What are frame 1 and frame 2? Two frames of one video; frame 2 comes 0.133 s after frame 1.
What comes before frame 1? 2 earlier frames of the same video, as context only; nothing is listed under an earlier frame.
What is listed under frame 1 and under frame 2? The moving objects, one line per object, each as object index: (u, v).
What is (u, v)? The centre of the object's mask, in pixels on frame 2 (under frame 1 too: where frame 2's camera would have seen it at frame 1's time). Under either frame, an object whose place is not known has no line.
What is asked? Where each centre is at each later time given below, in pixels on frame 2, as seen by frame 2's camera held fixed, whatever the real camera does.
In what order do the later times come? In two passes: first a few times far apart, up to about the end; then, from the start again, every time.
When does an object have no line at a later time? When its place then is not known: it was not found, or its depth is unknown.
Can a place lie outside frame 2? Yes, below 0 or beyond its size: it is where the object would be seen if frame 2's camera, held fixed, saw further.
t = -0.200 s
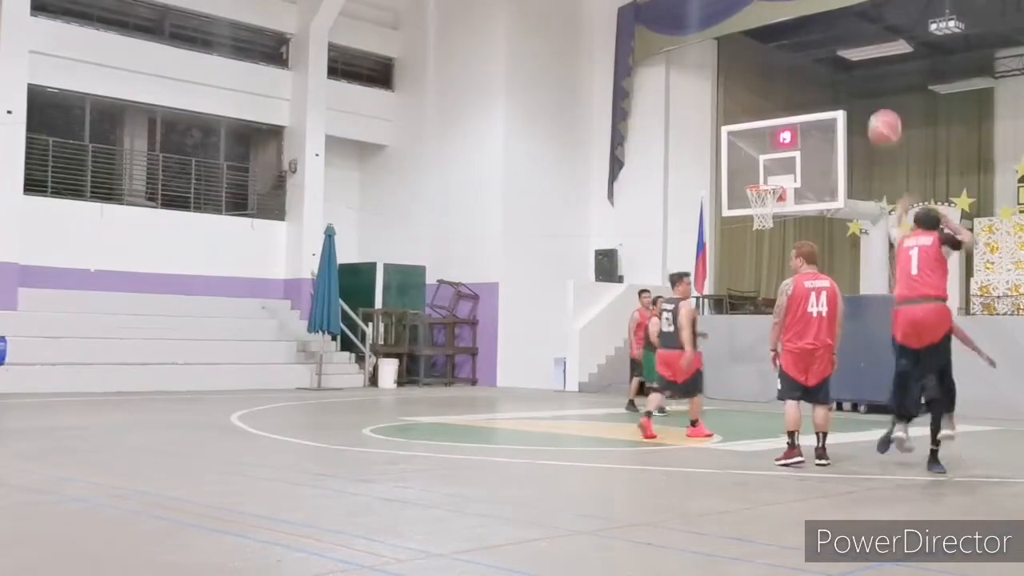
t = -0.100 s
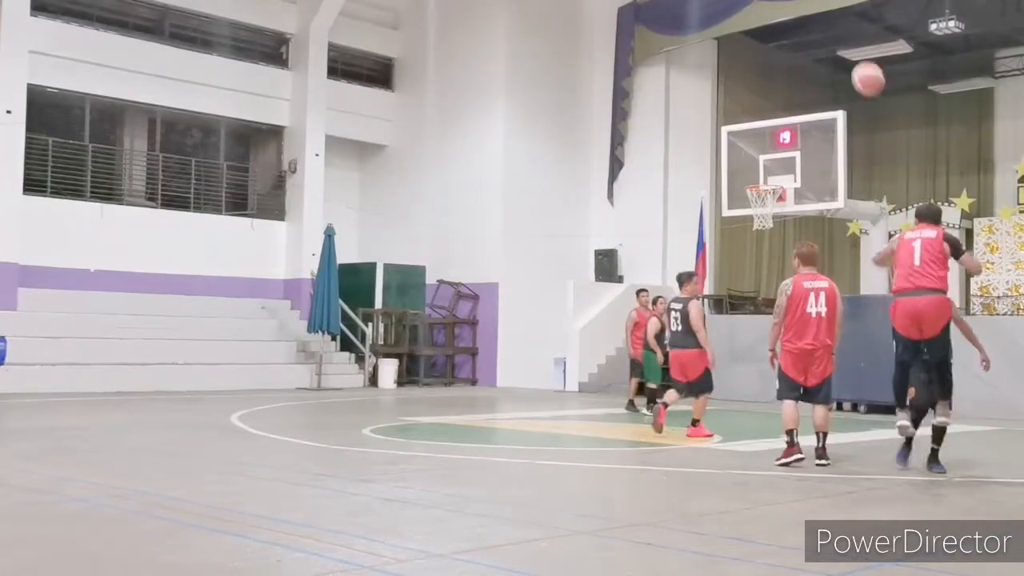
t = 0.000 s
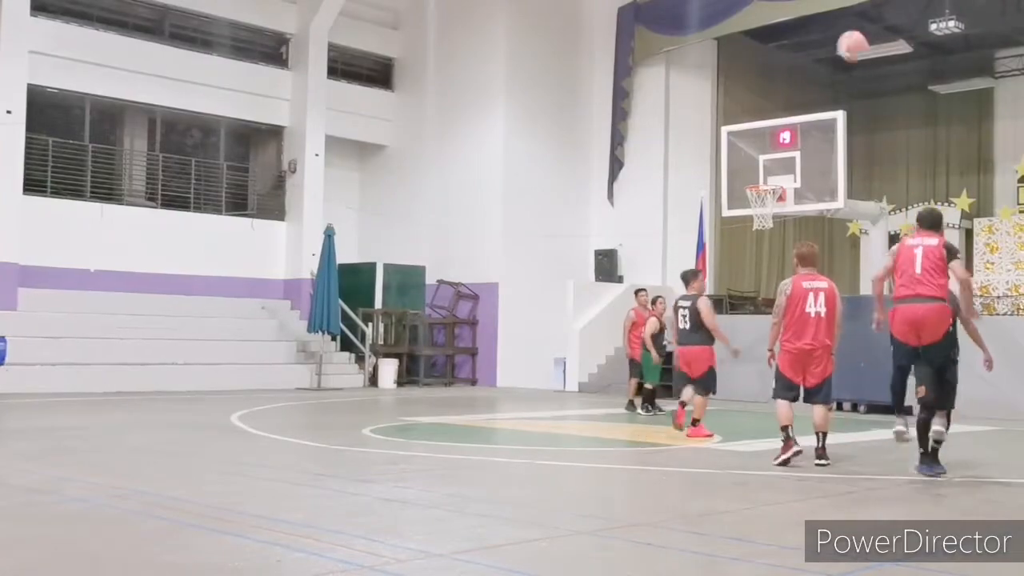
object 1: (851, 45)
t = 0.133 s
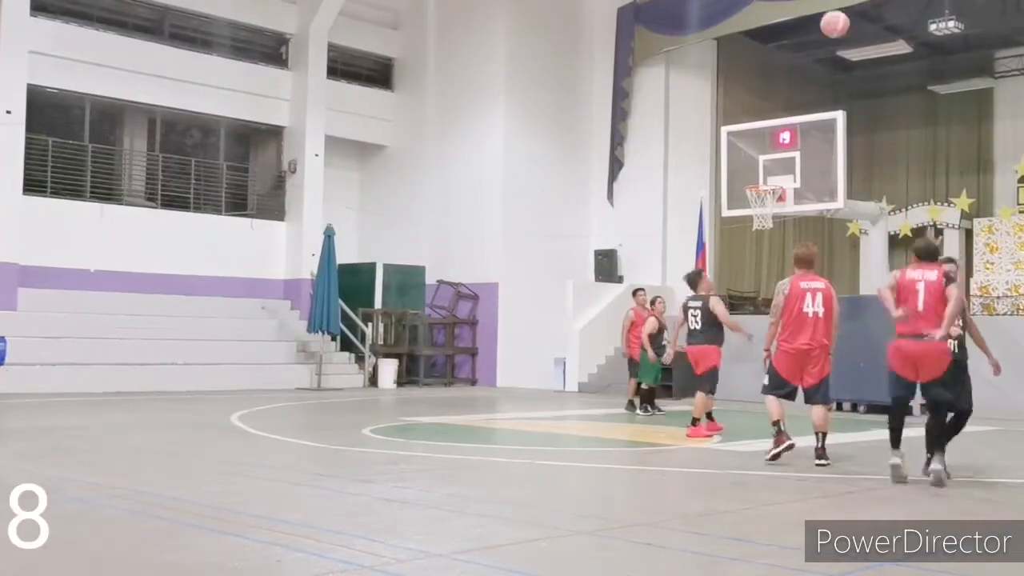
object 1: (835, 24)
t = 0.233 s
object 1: (823, 21)
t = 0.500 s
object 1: (795, 54)
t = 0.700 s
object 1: (777, 108)
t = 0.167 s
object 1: (831, 22)
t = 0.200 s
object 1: (826, 21)
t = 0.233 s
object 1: (823, 21)
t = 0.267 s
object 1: (819, 22)
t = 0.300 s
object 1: (815, 24)
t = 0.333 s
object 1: (812, 27)
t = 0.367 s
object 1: (808, 30)
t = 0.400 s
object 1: (805, 35)
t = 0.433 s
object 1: (801, 41)
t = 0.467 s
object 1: (798, 47)
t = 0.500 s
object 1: (795, 54)
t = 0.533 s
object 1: (792, 62)
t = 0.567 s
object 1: (789, 70)
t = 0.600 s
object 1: (786, 79)
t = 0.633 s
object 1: (783, 89)
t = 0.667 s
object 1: (780, 99)
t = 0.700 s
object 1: (777, 108)
